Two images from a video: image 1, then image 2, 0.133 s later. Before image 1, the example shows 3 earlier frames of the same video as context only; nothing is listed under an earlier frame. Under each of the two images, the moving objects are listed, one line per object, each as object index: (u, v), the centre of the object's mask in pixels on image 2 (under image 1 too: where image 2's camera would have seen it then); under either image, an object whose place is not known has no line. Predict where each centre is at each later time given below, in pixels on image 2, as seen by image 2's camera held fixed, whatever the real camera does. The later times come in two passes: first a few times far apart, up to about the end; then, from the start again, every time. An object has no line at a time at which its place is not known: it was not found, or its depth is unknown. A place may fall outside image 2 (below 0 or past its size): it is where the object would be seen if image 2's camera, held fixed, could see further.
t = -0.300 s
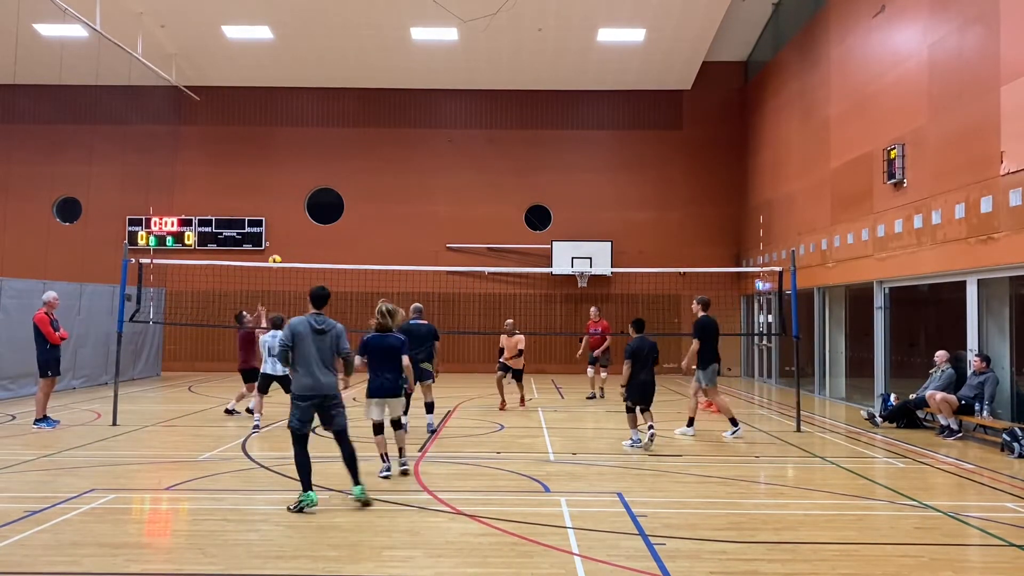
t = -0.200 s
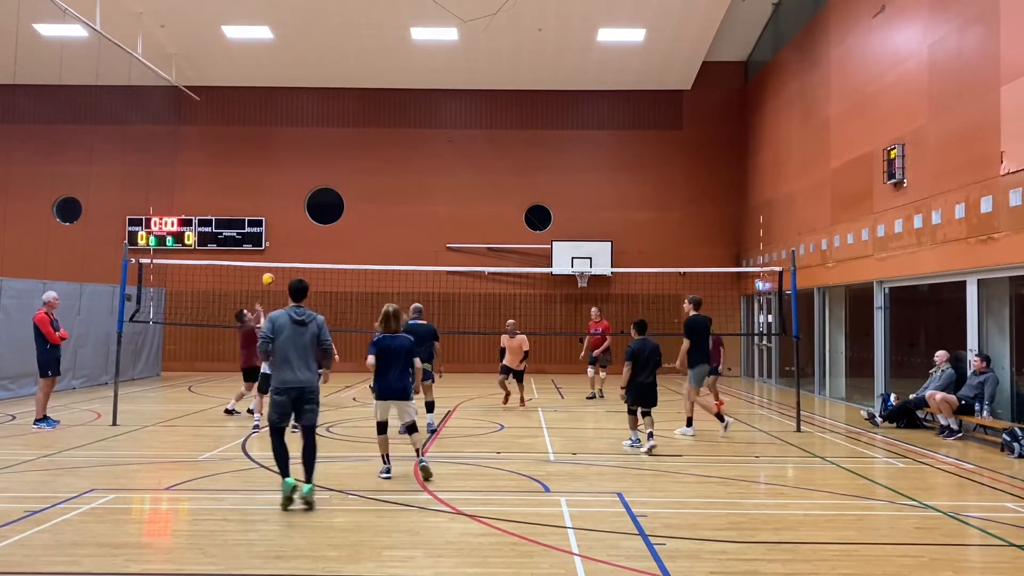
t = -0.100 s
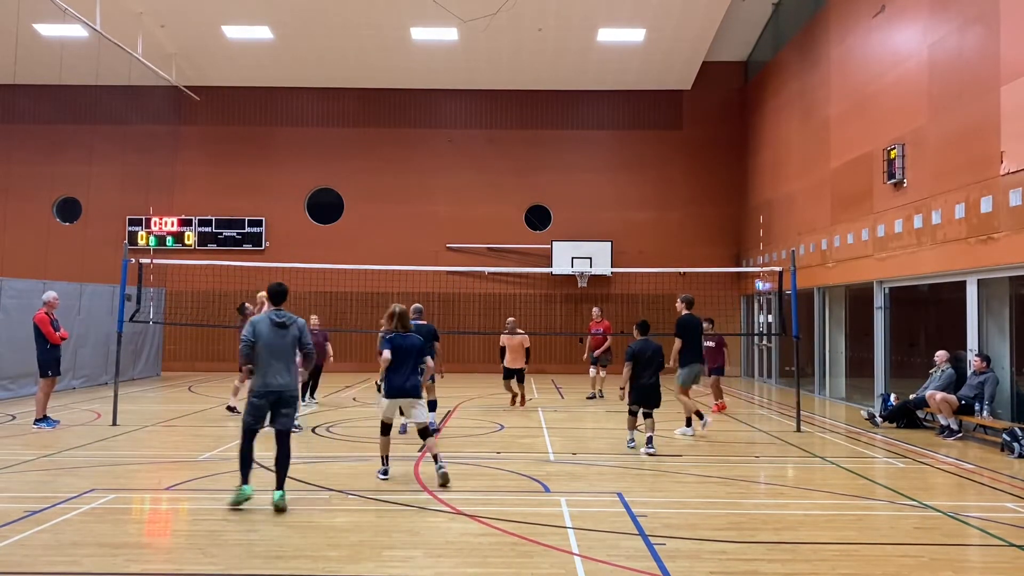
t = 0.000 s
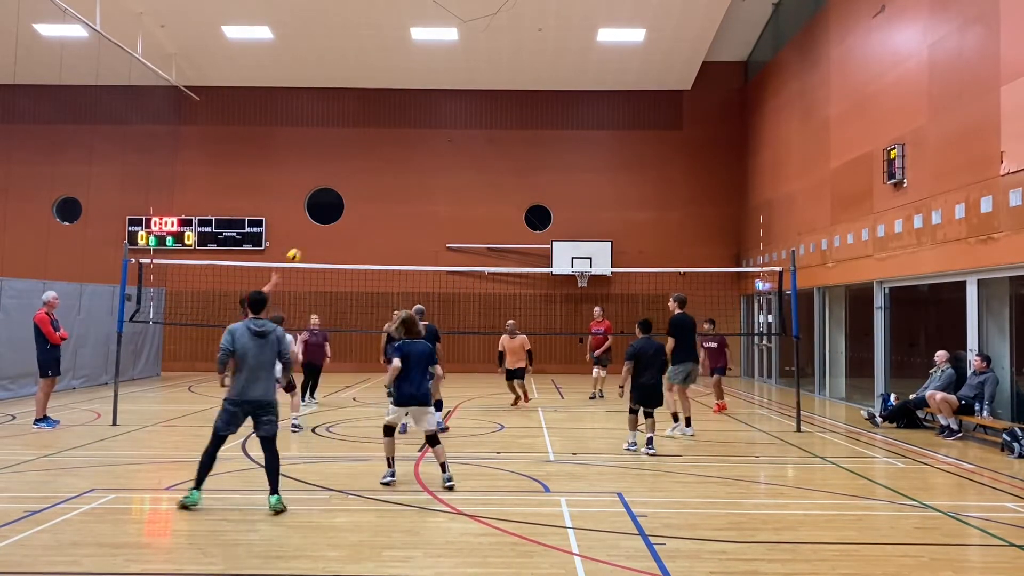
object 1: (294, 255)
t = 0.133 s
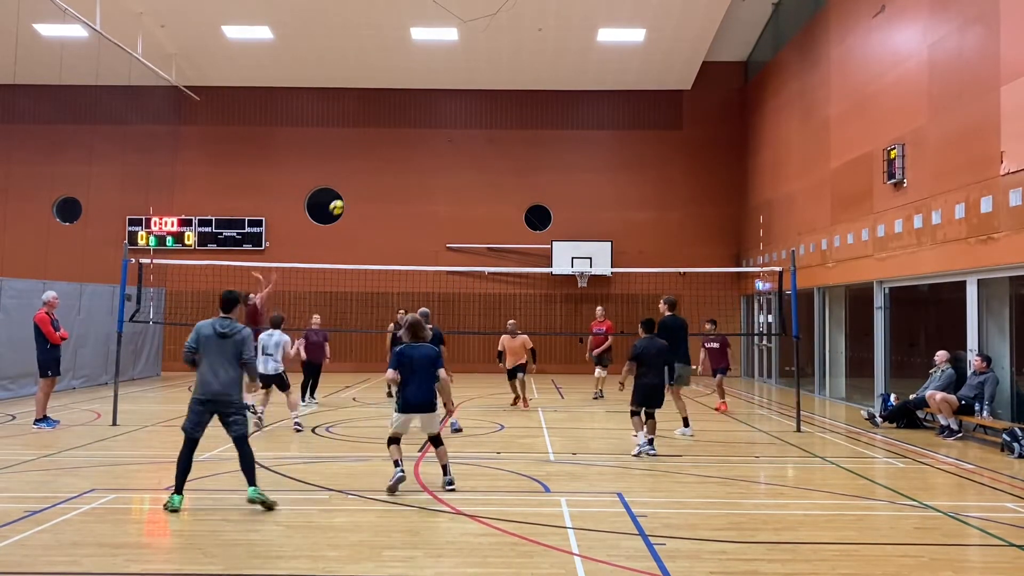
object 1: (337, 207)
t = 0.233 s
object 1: (367, 178)
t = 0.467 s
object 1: (437, 133)
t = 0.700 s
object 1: (504, 122)
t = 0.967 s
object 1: (577, 150)
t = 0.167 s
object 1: (347, 196)
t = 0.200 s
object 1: (358, 186)
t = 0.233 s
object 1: (367, 178)
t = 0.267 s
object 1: (378, 168)
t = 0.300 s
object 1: (388, 161)
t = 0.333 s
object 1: (397, 154)
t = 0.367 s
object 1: (408, 148)
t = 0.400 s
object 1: (417, 142)
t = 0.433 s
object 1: (428, 137)
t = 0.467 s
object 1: (437, 133)
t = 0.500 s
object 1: (447, 130)
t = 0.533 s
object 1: (457, 127)
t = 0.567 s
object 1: (467, 125)
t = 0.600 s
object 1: (476, 123)
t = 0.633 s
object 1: (486, 122)
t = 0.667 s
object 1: (495, 122)
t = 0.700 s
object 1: (504, 122)
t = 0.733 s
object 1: (514, 124)
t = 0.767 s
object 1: (523, 125)
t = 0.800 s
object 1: (532, 128)
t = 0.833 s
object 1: (541, 130)
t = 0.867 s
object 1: (550, 134)
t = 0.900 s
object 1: (559, 139)
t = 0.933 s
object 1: (568, 144)
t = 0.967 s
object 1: (577, 150)
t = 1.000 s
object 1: (586, 156)
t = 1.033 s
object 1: (595, 163)
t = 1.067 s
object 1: (603, 172)
